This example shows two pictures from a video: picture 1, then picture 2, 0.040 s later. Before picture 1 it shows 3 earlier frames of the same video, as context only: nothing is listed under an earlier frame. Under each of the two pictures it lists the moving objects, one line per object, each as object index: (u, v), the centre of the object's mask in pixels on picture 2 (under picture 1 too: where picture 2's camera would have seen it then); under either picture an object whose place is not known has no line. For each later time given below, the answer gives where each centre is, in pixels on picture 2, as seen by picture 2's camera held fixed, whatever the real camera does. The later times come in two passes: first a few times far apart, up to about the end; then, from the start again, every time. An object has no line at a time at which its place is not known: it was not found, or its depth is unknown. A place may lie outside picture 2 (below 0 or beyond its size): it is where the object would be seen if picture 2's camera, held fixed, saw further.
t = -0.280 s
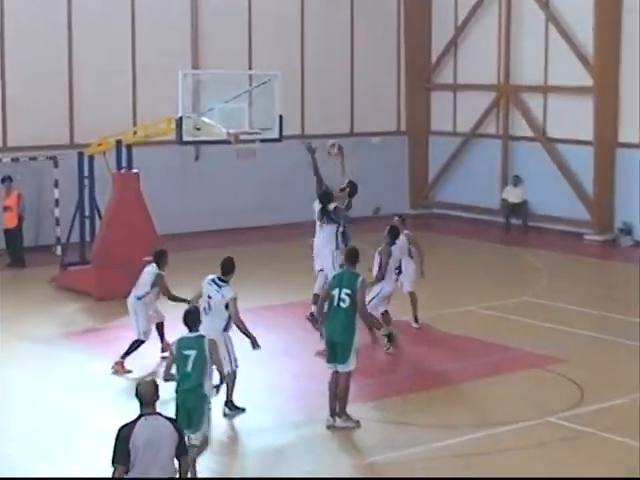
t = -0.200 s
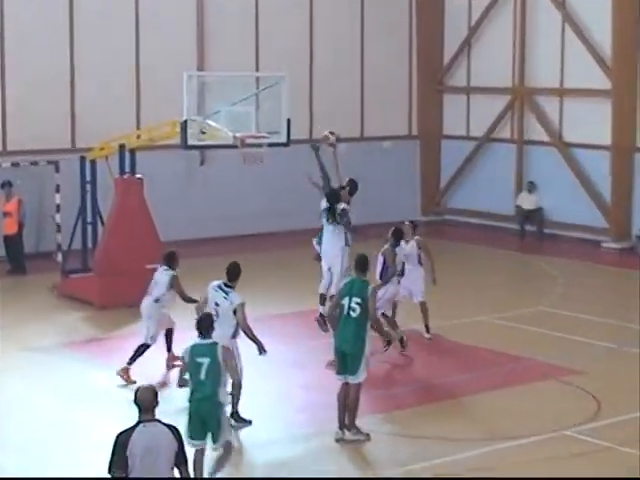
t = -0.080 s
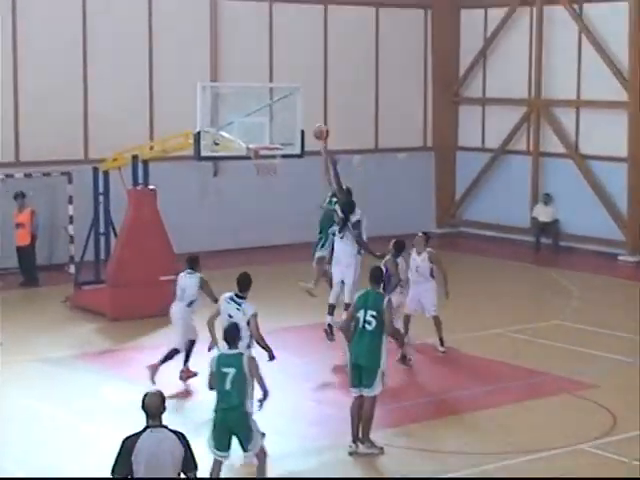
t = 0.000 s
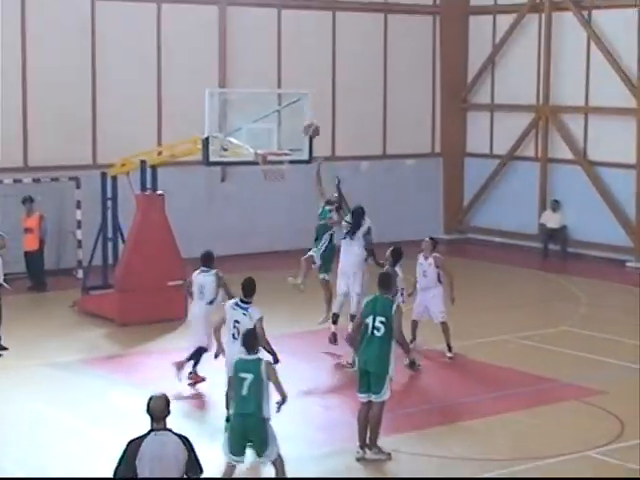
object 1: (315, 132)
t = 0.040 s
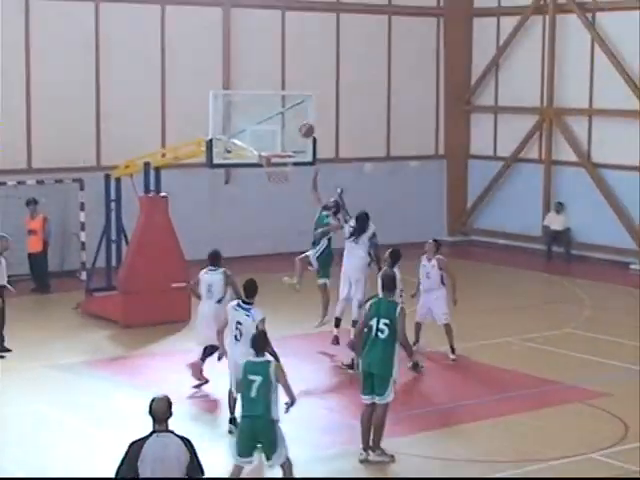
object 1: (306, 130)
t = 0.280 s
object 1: (285, 137)
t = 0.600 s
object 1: (278, 152)
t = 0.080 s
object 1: (298, 129)
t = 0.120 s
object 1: (291, 128)
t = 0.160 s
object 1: (289, 129)
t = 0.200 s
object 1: (288, 131)
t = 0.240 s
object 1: (286, 133)
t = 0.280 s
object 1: (285, 137)
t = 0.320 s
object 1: (283, 142)
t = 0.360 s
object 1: (282, 147)
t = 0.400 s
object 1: (280, 152)
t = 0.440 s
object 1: (280, 151)
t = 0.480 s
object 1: (279, 152)
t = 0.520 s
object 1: (279, 151)
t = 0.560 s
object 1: (276, 157)
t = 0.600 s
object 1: (278, 152)
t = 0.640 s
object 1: (277, 154)
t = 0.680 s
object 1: (279, 154)
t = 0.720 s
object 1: (283, 153)
